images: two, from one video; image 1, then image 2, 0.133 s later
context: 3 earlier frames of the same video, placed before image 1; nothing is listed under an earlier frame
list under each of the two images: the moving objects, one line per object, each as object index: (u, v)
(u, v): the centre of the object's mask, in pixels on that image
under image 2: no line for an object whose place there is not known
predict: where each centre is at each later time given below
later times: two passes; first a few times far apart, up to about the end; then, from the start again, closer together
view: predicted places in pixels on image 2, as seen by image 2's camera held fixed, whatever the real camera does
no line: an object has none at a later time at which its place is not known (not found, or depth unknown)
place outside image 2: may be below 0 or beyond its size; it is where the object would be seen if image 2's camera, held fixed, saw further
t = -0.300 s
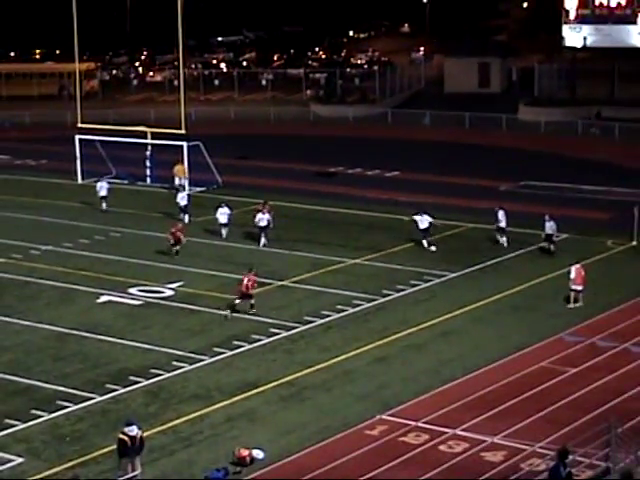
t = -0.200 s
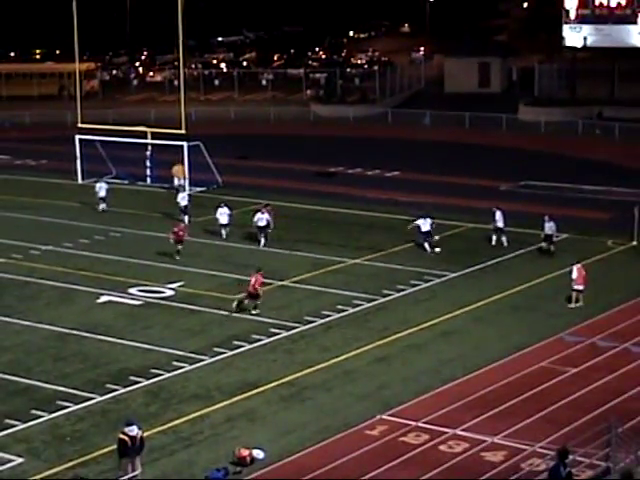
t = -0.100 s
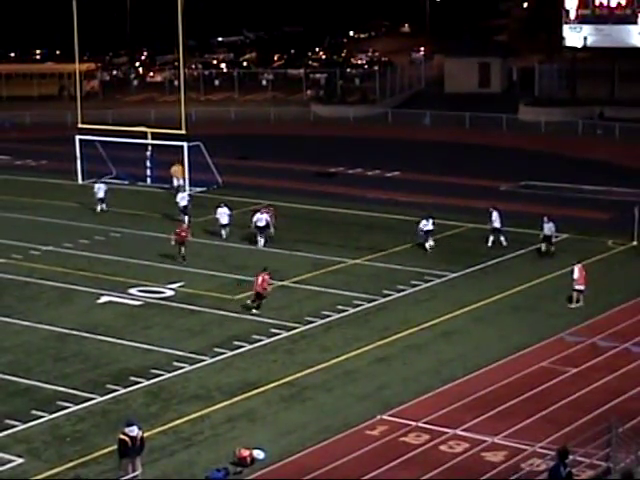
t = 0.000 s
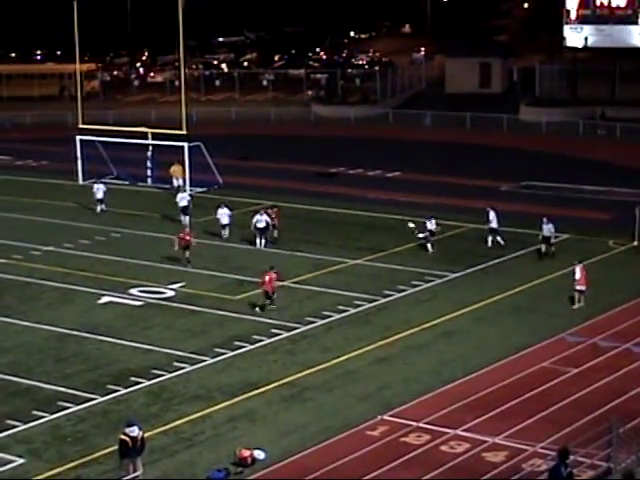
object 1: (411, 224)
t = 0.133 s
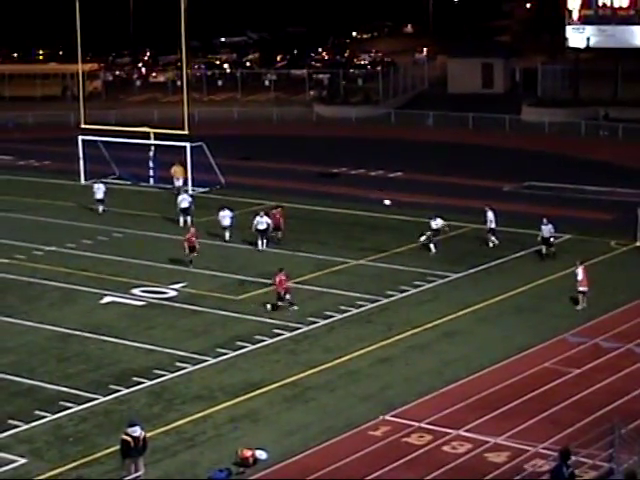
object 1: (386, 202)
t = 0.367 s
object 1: (343, 164)
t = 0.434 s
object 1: (332, 153)
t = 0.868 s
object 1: (261, 105)
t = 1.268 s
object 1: (192, 101)
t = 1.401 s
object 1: (169, 110)
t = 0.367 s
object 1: (343, 164)
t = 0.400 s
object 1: (338, 158)
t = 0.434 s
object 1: (332, 153)
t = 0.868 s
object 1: (261, 105)
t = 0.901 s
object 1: (255, 103)
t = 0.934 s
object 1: (249, 101)
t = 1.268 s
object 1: (192, 101)
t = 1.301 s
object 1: (186, 103)
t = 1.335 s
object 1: (180, 105)
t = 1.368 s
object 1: (175, 108)
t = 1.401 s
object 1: (169, 110)
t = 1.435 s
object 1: (164, 114)
